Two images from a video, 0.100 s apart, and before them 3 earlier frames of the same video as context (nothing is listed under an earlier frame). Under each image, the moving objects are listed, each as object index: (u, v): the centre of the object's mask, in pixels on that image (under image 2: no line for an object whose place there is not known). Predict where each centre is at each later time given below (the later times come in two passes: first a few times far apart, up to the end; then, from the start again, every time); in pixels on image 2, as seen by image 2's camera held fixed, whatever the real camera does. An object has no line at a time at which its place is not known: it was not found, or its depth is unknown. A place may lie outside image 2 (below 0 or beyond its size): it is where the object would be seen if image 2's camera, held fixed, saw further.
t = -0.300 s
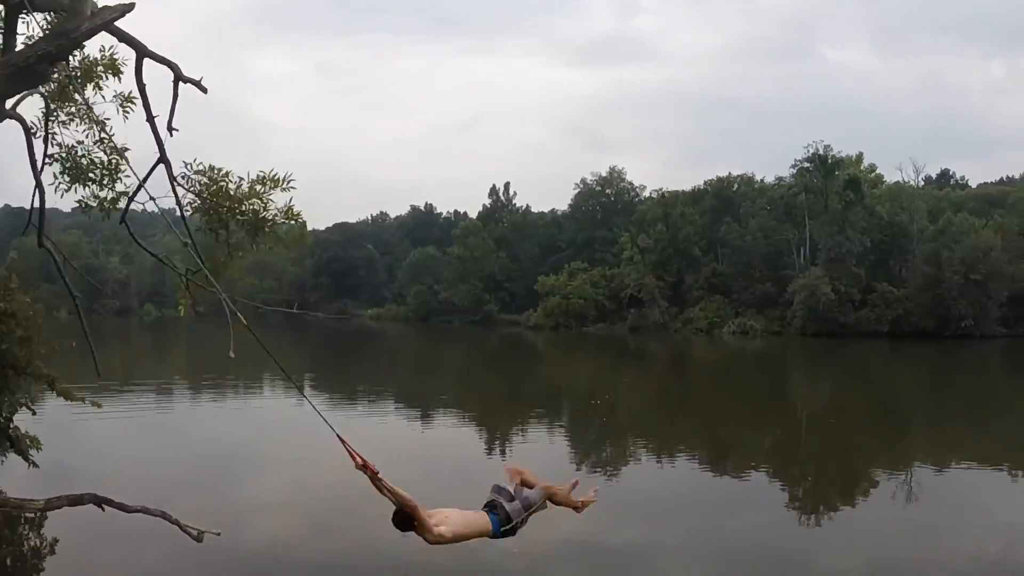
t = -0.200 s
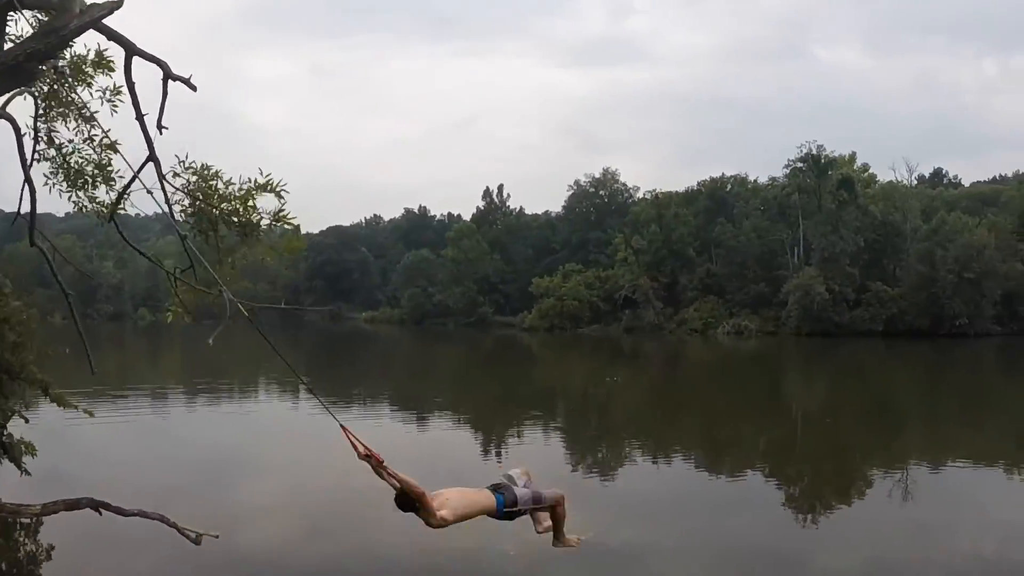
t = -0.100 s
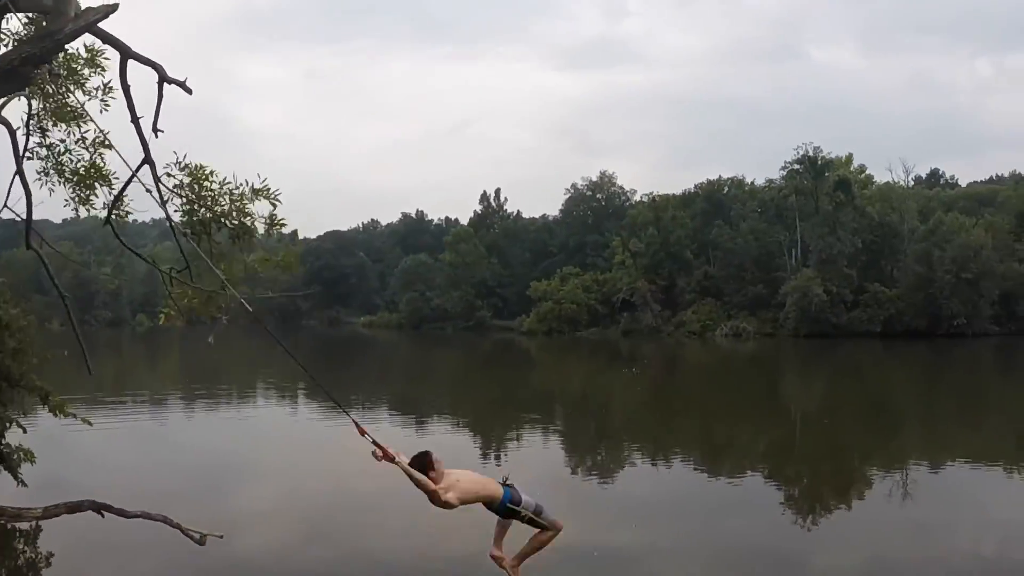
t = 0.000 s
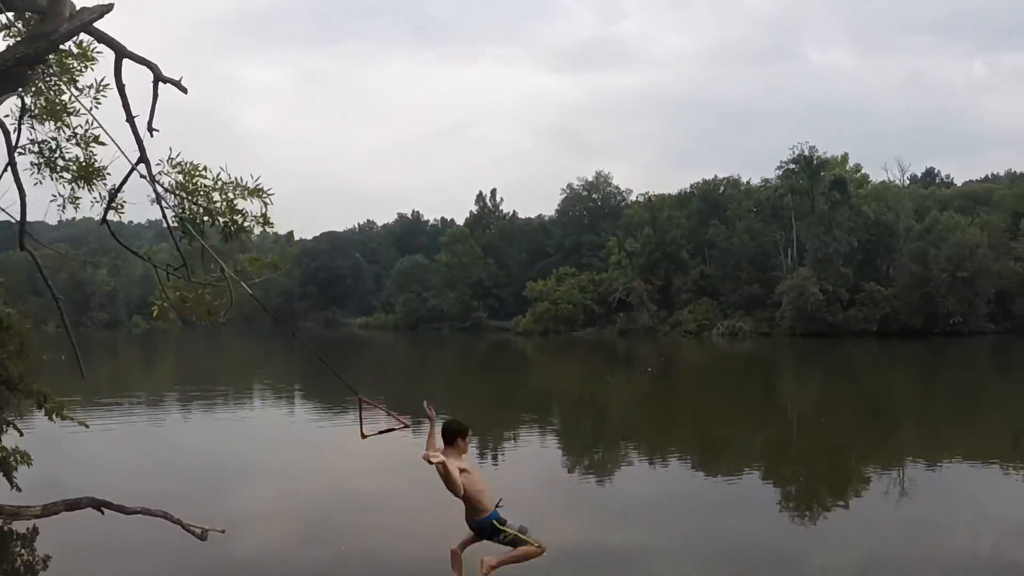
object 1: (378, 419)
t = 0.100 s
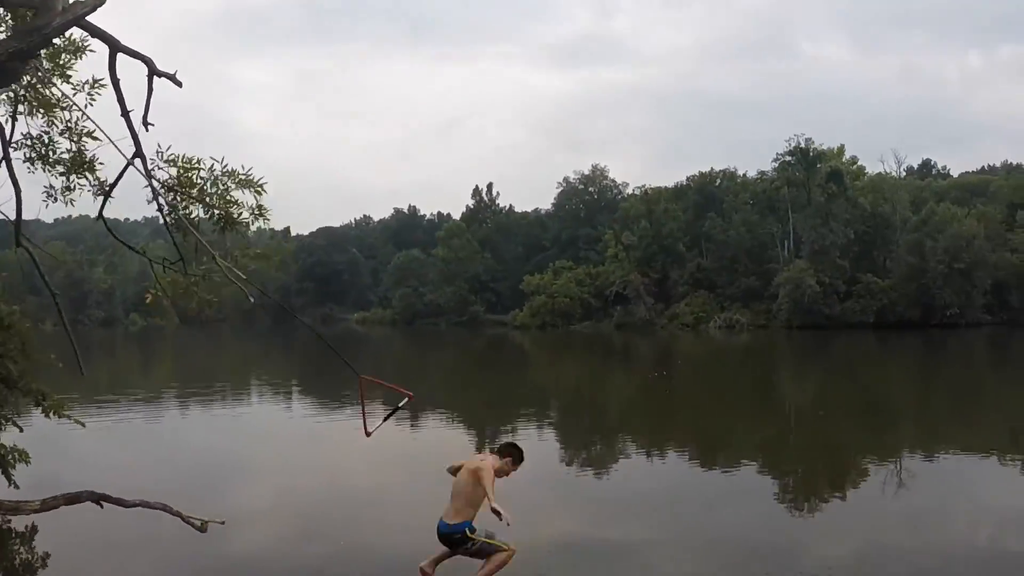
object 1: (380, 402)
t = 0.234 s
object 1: (380, 405)
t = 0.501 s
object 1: (326, 464)
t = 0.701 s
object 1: (212, 575)
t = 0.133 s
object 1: (381, 401)
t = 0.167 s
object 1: (381, 402)
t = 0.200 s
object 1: (381, 403)
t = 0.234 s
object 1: (380, 405)
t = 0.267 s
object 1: (377, 408)
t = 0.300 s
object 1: (375, 414)
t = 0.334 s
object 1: (372, 420)
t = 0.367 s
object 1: (365, 426)
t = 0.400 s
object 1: (357, 434)
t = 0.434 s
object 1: (348, 442)
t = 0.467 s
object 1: (337, 451)
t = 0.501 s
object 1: (326, 464)
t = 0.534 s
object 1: (313, 479)
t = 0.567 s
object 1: (297, 495)
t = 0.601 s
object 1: (281, 515)
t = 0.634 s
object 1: (263, 536)
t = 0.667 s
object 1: (240, 557)
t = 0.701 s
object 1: (212, 575)
